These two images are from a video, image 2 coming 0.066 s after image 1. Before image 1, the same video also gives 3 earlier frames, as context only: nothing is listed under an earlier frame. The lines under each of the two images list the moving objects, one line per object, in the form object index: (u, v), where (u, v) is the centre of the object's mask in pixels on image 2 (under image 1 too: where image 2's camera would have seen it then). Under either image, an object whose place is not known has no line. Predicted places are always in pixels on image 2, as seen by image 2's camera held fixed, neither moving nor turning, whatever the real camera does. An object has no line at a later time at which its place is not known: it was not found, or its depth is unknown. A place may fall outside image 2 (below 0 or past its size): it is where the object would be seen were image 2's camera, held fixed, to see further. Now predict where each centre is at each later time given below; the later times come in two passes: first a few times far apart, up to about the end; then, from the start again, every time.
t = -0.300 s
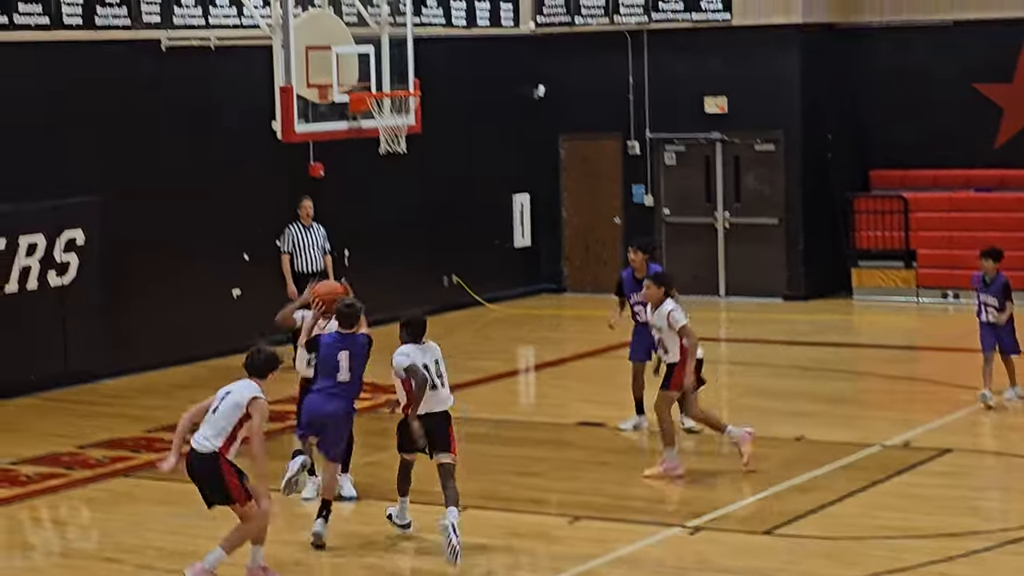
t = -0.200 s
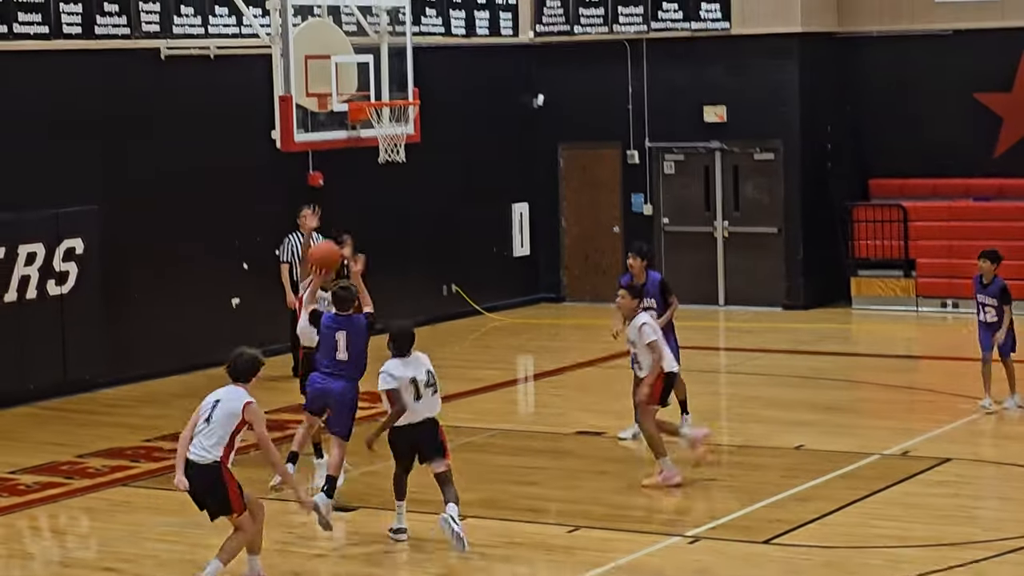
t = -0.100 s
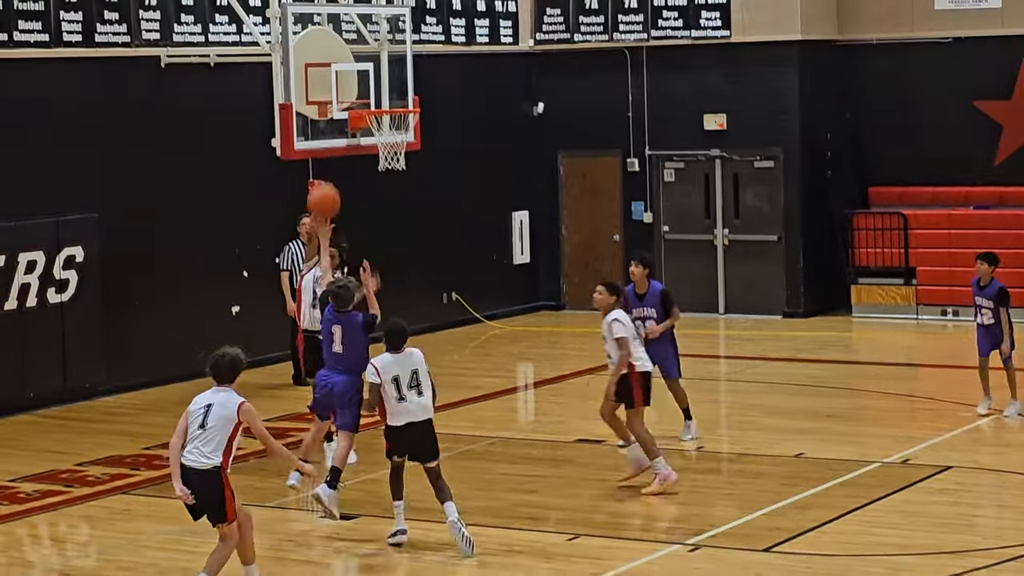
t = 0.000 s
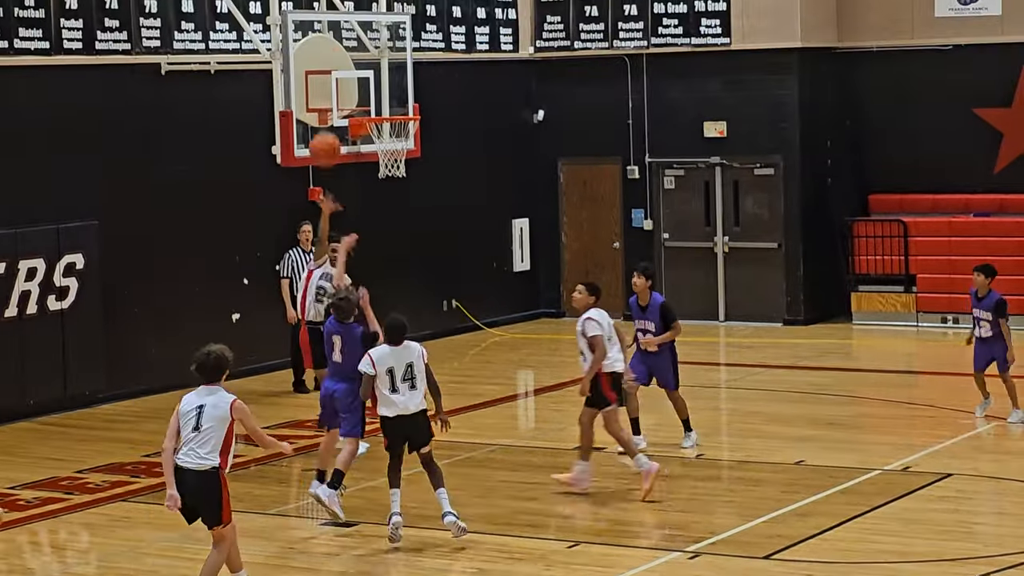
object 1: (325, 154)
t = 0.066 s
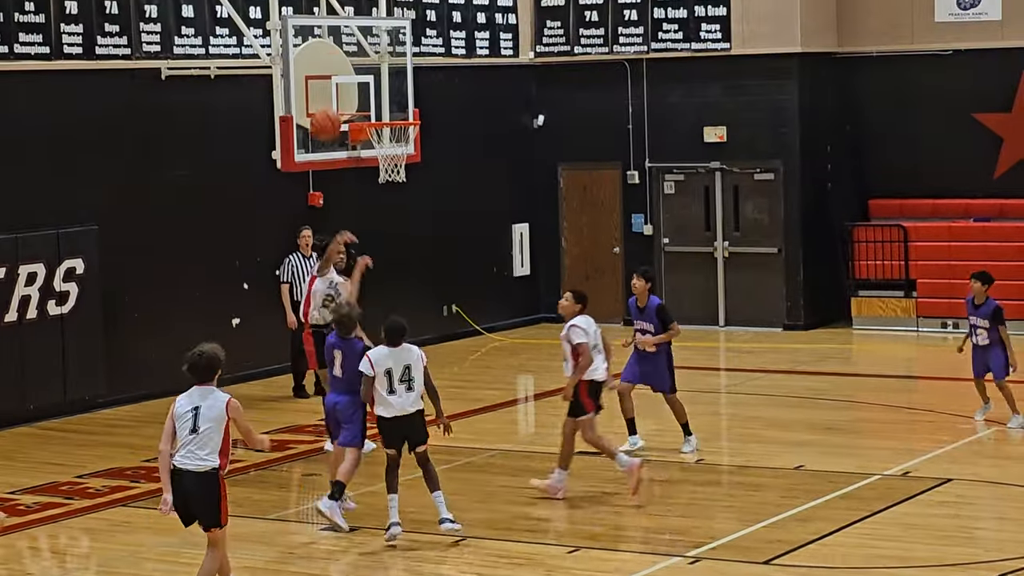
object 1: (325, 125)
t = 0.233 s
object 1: (328, 76)
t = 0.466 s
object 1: (333, 70)
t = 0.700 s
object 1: (403, 113)
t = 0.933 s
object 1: (384, 144)
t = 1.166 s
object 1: (386, 187)
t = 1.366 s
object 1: (394, 263)
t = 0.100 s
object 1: (326, 112)
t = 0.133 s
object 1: (326, 100)
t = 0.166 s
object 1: (327, 90)
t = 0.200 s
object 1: (327, 83)
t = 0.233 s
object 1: (328, 76)
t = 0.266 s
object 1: (329, 71)
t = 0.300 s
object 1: (329, 67)
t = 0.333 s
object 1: (330, 65)
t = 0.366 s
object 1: (331, 64)
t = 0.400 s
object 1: (332, 65)
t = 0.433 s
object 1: (332, 66)
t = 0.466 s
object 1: (333, 70)
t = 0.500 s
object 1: (334, 74)
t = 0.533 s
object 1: (345, 78)
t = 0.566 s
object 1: (357, 83)
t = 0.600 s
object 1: (369, 90)
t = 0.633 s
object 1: (381, 98)
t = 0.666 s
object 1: (393, 107)
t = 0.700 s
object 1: (403, 113)
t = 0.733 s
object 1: (399, 113)
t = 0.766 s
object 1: (395, 115)
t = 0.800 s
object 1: (391, 116)
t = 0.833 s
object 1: (389, 119)
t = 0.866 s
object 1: (388, 134)
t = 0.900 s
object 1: (385, 138)
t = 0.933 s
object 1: (384, 144)
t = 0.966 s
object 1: (382, 154)
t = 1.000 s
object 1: (381, 159)
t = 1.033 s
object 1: (380, 171)
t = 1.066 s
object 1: (382, 173)
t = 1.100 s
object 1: (383, 175)
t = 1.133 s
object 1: (384, 179)
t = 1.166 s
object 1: (386, 187)
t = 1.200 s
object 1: (386, 196)
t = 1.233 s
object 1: (388, 207)
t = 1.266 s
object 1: (389, 219)
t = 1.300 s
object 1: (390, 232)
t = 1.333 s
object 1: (392, 247)
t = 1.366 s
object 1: (394, 263)
